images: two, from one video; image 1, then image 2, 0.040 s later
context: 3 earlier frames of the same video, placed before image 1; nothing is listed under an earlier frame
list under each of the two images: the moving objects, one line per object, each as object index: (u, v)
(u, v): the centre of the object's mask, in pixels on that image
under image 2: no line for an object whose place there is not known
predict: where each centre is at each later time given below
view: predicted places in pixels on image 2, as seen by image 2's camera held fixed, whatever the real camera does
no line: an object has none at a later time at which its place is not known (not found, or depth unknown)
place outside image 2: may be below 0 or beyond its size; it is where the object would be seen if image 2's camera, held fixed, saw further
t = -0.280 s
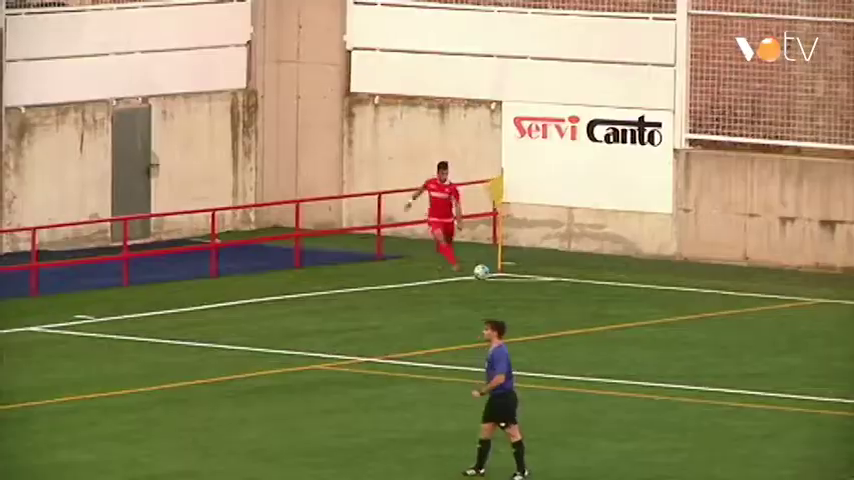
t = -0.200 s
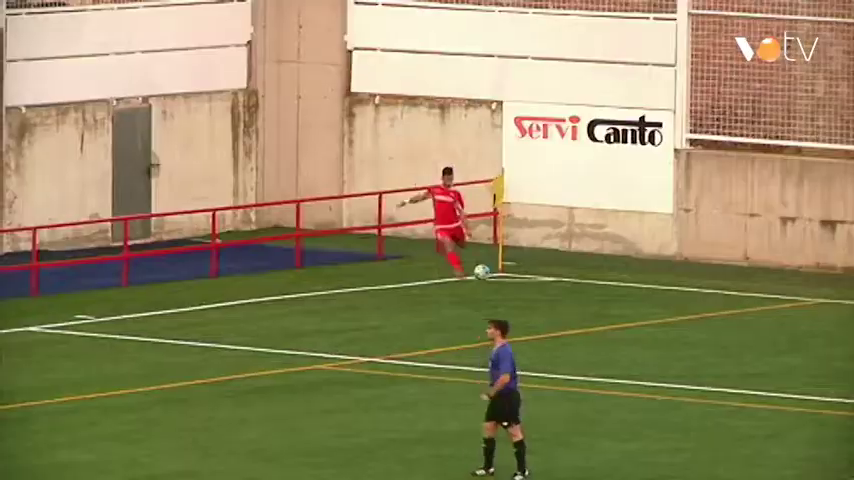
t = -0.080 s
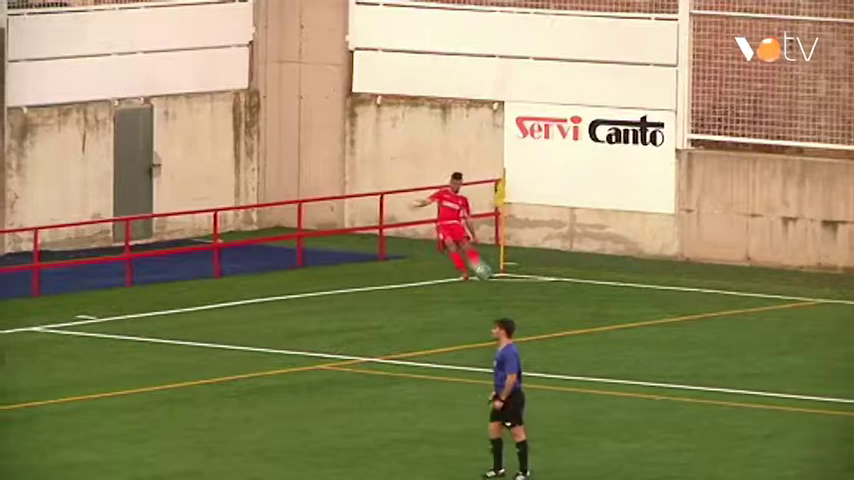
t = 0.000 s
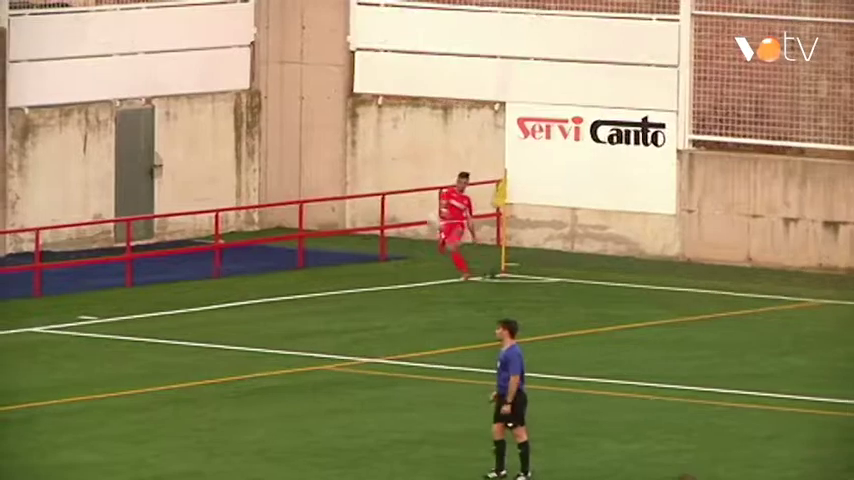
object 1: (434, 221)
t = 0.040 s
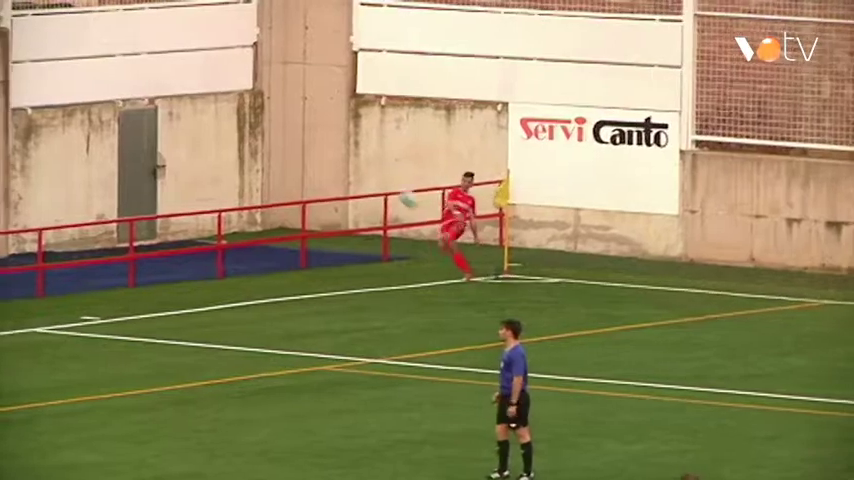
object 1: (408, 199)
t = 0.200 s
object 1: (294, 117)
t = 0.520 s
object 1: (18, -2)
